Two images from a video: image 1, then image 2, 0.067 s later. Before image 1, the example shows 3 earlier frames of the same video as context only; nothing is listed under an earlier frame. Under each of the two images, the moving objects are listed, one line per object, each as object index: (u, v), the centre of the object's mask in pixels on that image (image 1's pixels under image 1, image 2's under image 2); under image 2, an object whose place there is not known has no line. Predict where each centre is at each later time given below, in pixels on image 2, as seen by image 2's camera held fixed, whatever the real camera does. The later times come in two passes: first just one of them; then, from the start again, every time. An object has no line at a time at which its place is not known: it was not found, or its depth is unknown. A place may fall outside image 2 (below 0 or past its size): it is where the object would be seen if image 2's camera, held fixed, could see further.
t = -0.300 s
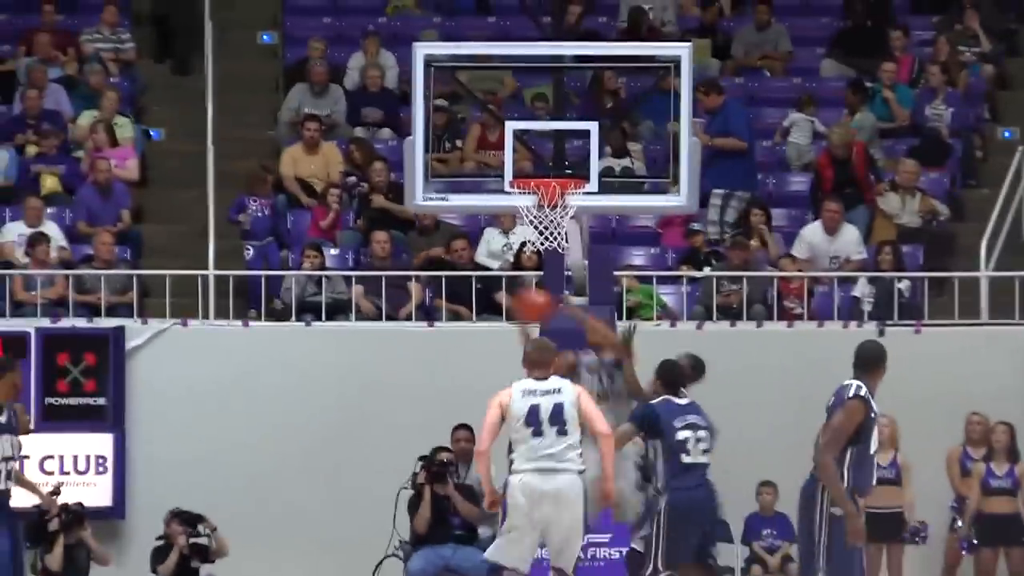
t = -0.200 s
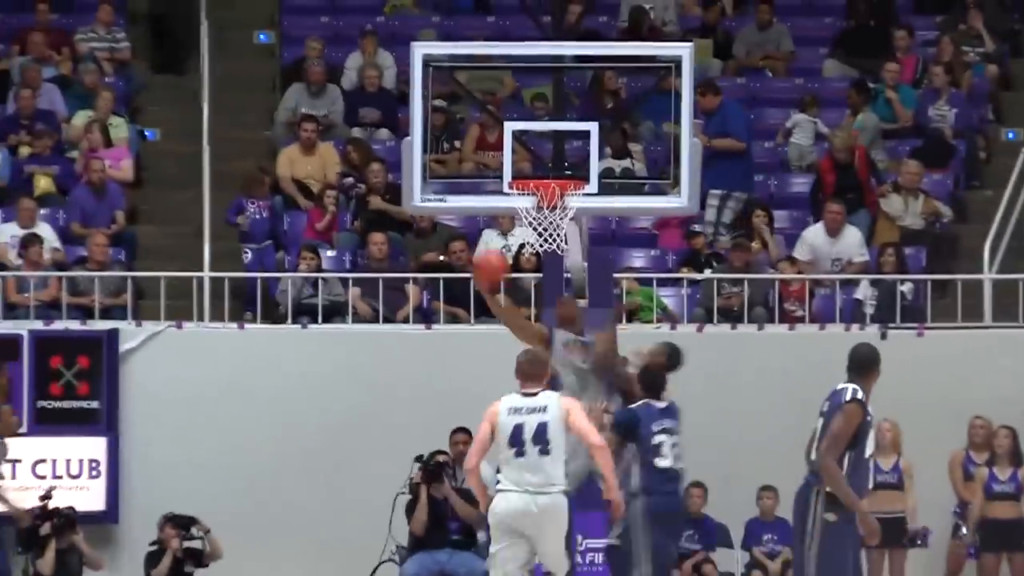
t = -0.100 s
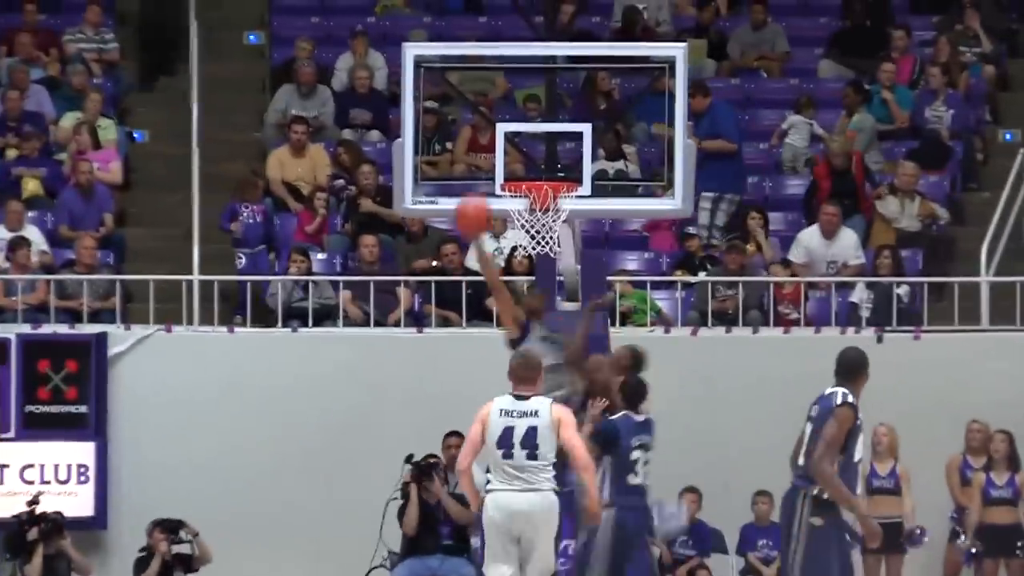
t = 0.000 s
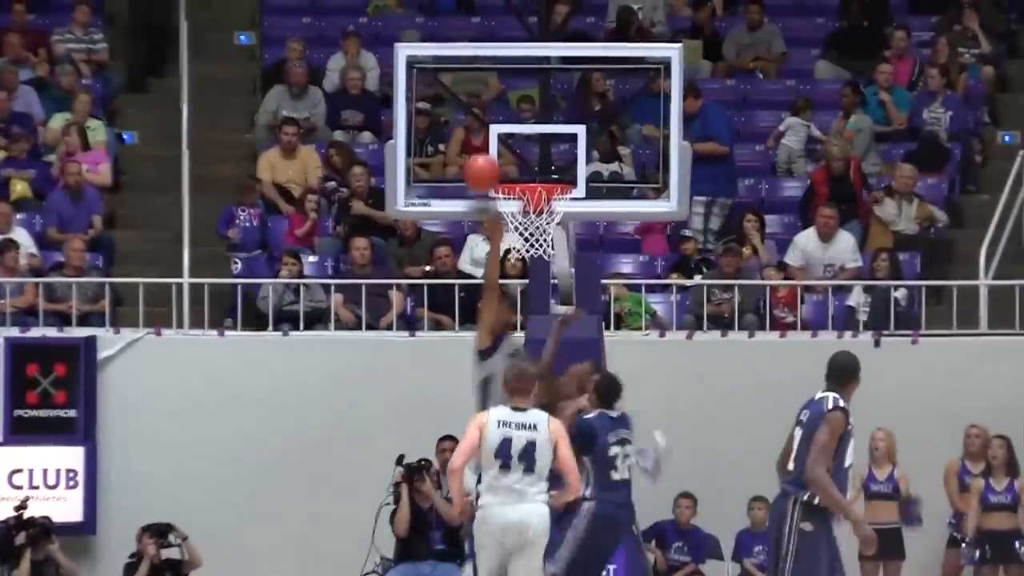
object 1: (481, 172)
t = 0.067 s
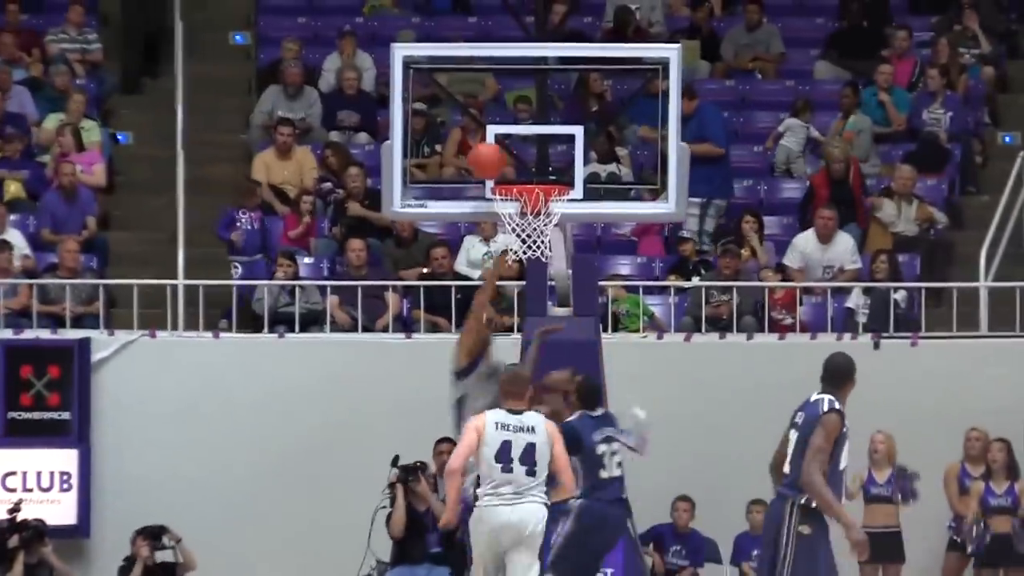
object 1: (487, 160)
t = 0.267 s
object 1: (509, 165)
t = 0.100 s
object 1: (490, 157)
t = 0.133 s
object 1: (494, 155)
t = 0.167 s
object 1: (498, 155)
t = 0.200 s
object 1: (501, 156)
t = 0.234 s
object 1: (505, 159)
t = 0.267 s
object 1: (509, 165)
